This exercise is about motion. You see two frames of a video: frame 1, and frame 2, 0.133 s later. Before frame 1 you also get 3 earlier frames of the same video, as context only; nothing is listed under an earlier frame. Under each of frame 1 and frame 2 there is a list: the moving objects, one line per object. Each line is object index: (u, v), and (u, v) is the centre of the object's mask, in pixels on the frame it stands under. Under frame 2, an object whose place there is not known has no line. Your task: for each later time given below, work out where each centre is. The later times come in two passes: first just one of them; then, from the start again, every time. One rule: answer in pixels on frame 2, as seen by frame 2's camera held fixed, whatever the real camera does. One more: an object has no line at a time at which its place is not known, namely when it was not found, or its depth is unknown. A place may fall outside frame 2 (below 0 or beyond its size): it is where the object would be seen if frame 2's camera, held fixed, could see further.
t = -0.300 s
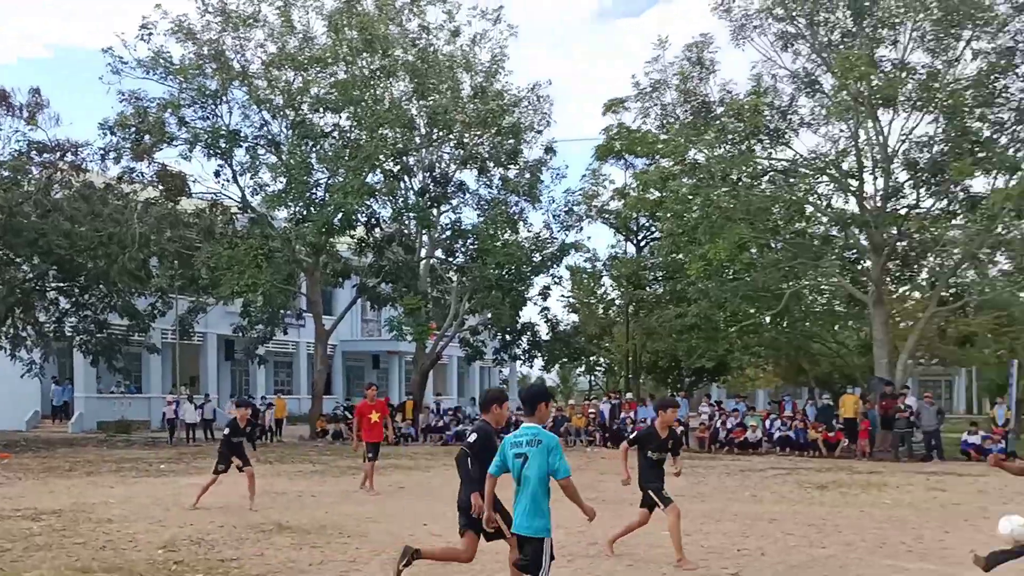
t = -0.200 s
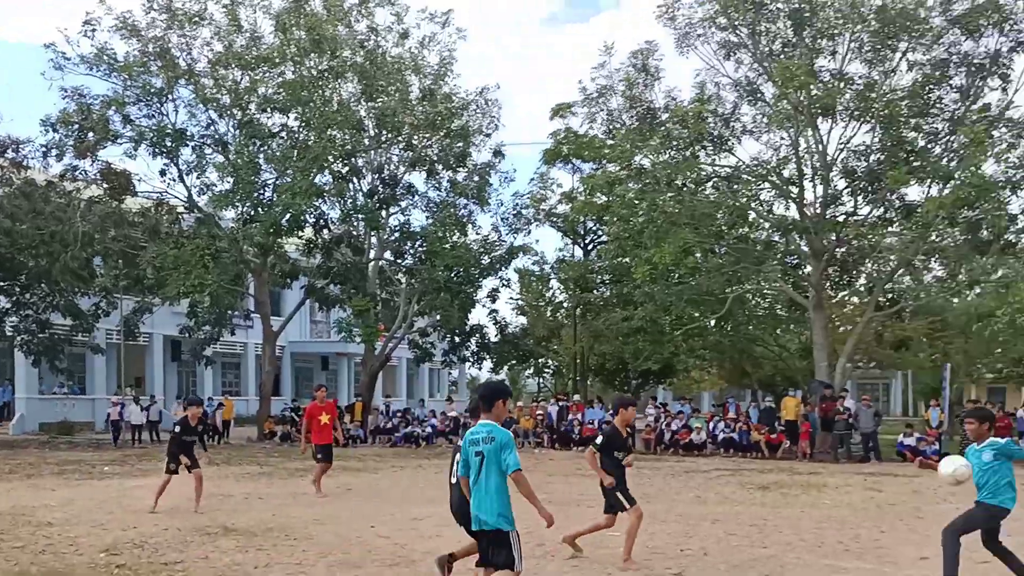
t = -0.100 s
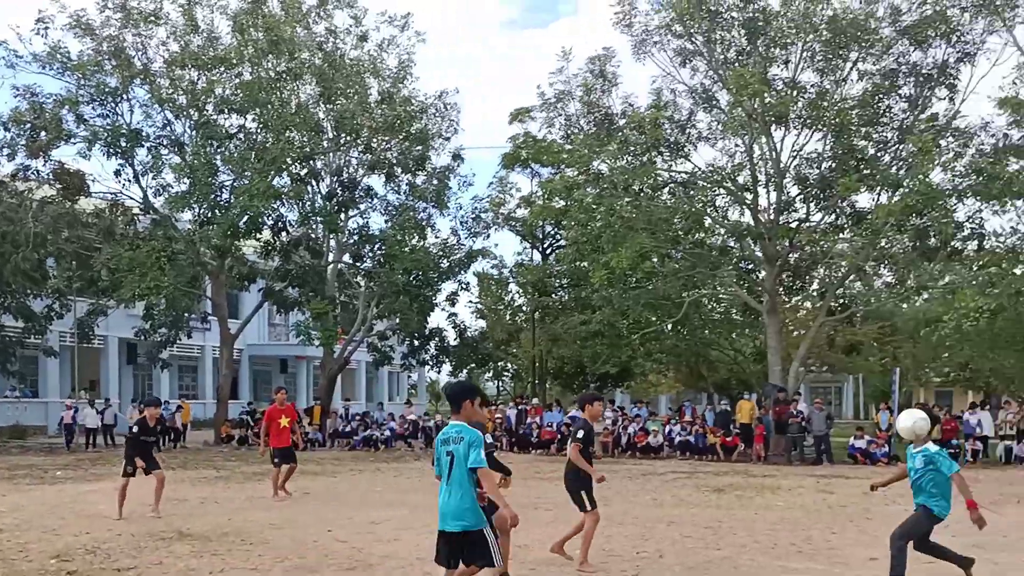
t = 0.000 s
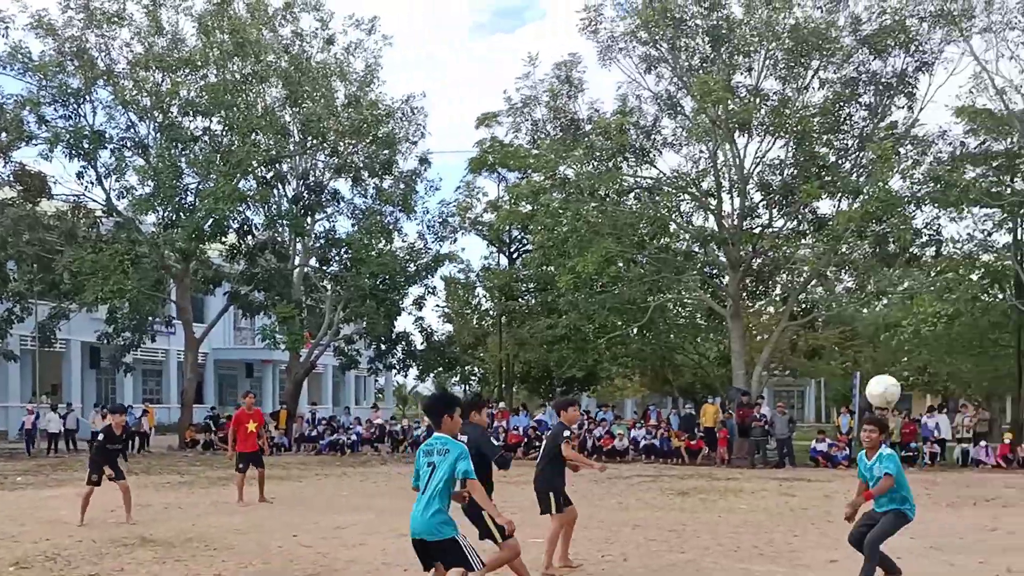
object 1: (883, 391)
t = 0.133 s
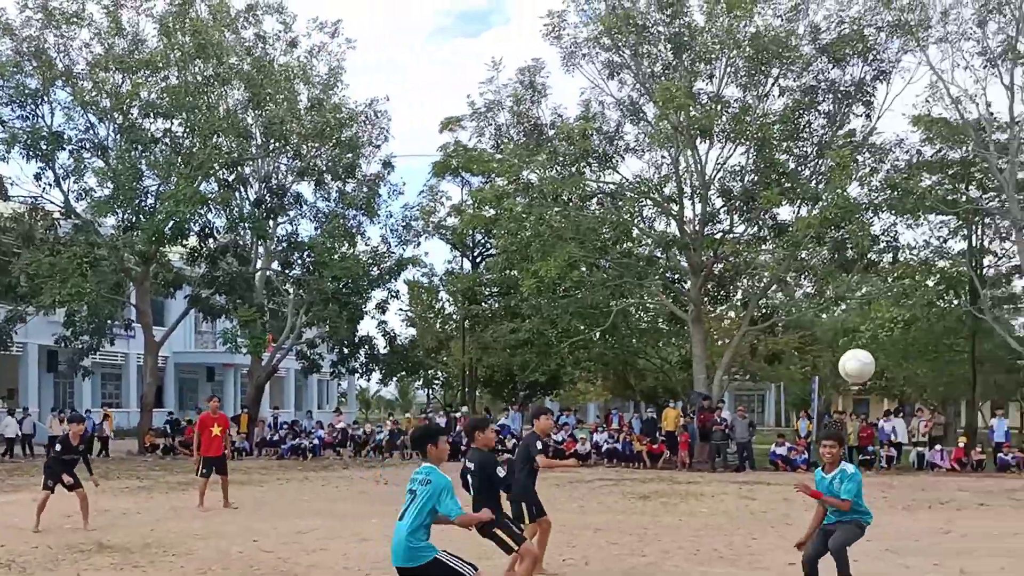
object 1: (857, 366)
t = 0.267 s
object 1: (871, 364)
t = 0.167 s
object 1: (860, 363)
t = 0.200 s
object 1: (863, 361)
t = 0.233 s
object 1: (867, 362)
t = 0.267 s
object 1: (871, 364)
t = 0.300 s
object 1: (875, 367)
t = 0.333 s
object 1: (879, 373)
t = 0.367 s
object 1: (883, 381)
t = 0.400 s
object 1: (887, 392)
